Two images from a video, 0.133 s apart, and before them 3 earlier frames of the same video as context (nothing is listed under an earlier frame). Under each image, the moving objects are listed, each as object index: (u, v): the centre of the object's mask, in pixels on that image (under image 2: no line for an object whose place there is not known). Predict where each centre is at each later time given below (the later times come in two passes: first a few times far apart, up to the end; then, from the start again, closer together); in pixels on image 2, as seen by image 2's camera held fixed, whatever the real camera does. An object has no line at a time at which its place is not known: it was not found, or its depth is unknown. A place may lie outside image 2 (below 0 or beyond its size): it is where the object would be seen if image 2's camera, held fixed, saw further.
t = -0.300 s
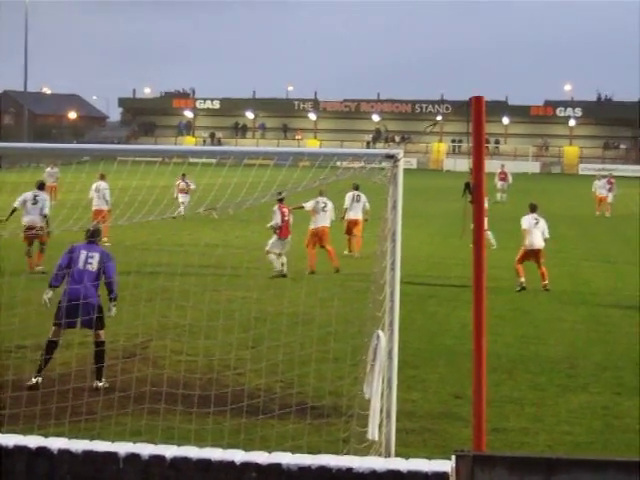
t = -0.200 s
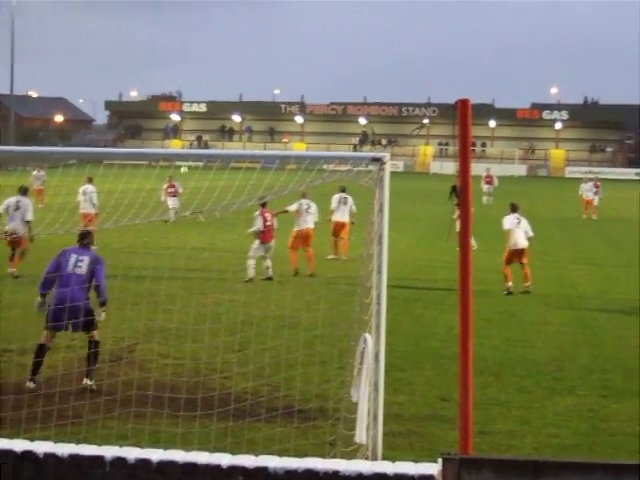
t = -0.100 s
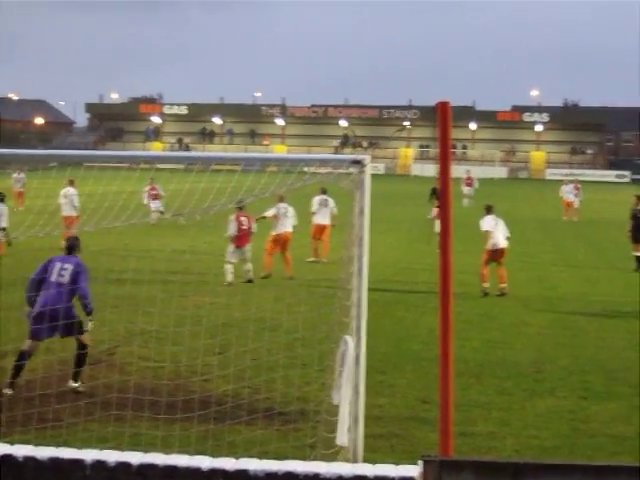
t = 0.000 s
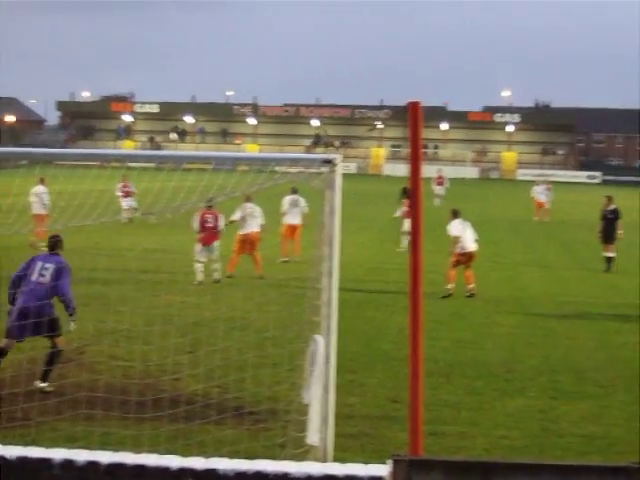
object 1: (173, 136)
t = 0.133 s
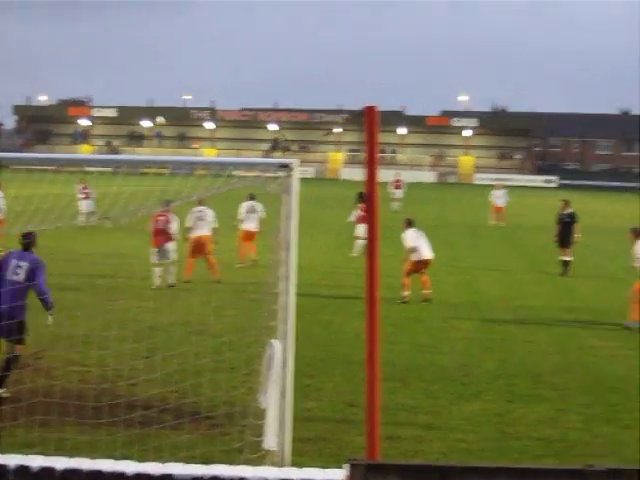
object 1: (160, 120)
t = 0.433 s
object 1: (237, 87)
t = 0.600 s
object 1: (290, 79)
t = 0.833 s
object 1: (377, 83)
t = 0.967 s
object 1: (429, 97)
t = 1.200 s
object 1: (538, 141)
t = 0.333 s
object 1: (207, 93)
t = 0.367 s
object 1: (216, 92)
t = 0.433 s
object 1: (237, 87)
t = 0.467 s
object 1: (247, 84)
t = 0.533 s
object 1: (269, 81)
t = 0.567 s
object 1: (279, 80)
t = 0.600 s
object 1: (290, 79)
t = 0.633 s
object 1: (302, 78)
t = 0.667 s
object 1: (313, 78)
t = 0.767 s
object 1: (350, 80)
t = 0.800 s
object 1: (363, 81)
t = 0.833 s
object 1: (377, 83)
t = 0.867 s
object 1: (390, 86)
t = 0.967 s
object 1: (429, 97)
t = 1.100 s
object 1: (488, 119)
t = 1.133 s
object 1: (504, 125)
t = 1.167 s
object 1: (520, 133)
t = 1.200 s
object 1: (538, 141)
